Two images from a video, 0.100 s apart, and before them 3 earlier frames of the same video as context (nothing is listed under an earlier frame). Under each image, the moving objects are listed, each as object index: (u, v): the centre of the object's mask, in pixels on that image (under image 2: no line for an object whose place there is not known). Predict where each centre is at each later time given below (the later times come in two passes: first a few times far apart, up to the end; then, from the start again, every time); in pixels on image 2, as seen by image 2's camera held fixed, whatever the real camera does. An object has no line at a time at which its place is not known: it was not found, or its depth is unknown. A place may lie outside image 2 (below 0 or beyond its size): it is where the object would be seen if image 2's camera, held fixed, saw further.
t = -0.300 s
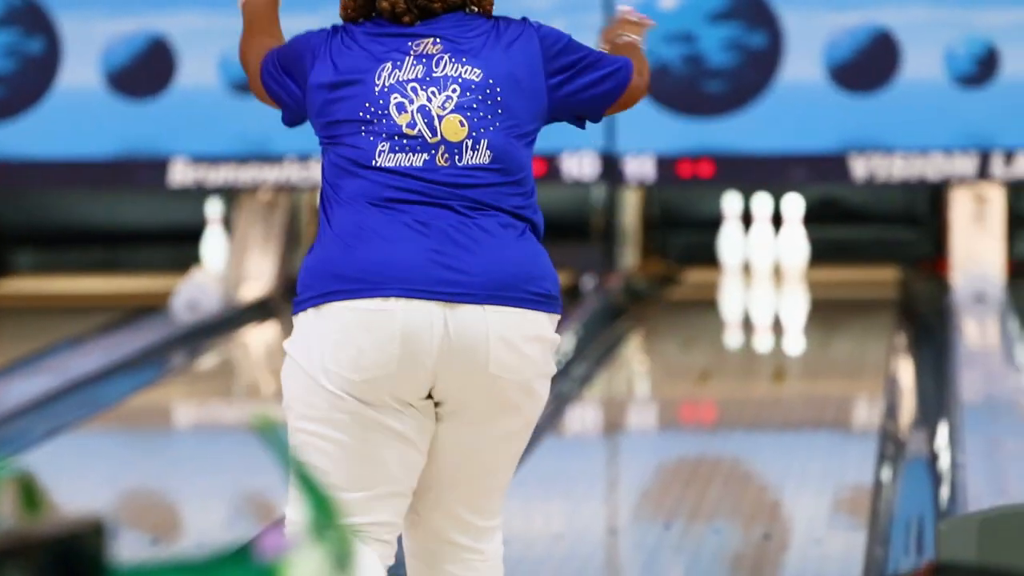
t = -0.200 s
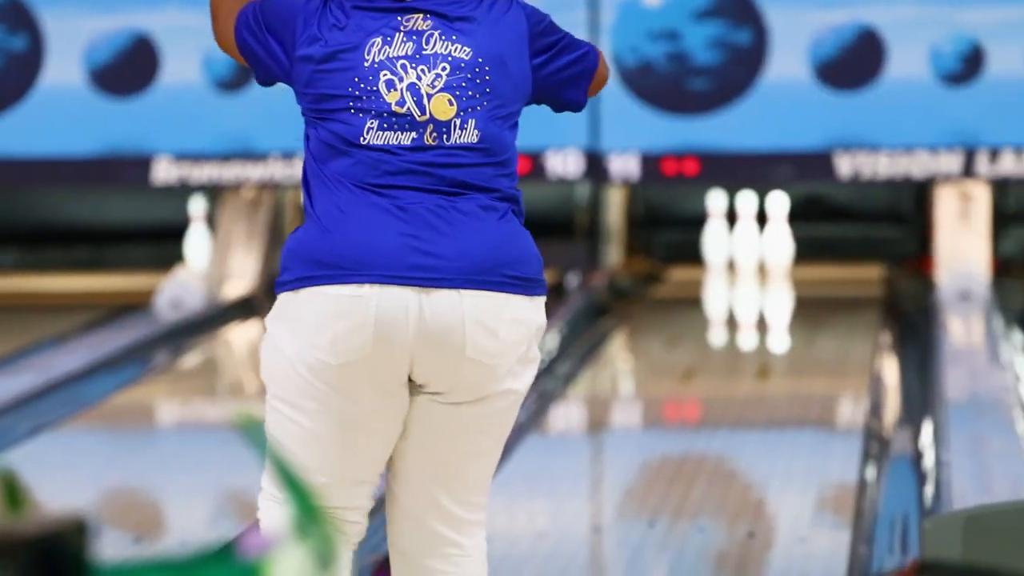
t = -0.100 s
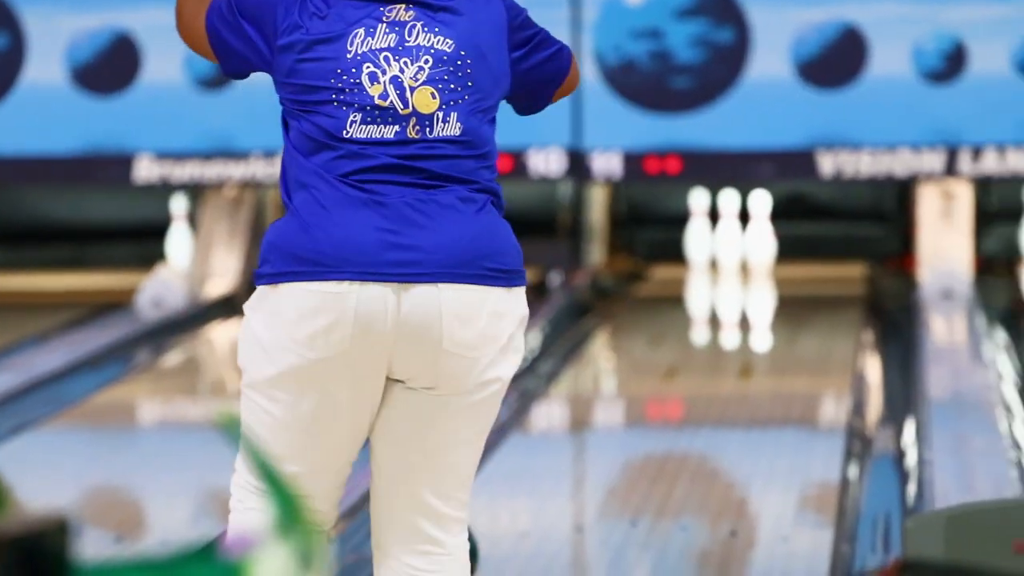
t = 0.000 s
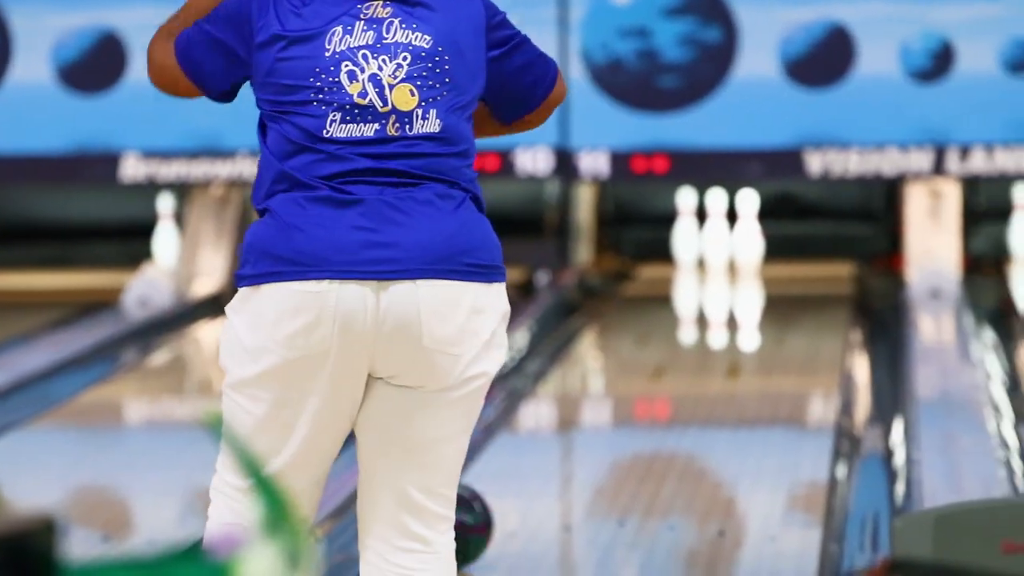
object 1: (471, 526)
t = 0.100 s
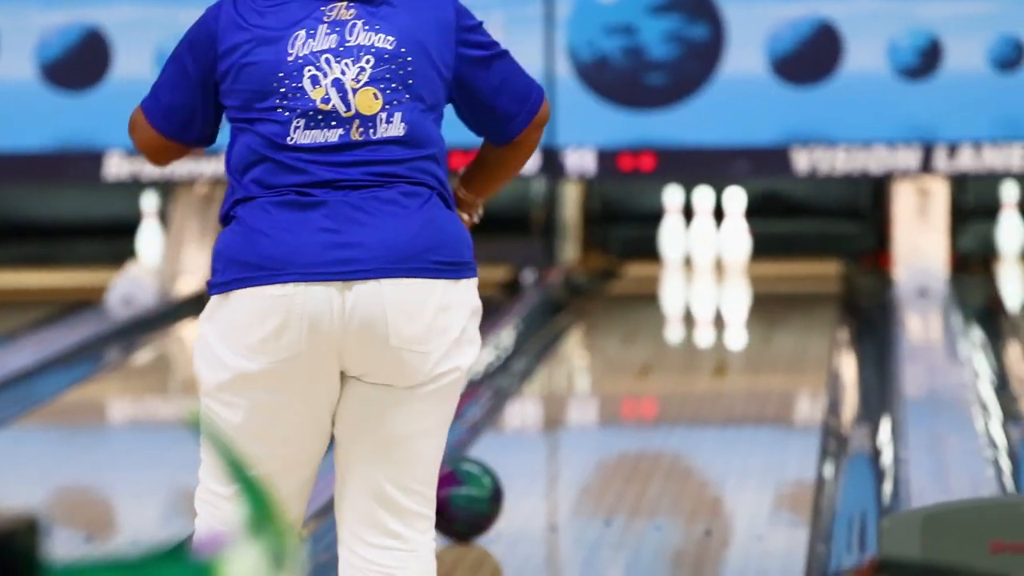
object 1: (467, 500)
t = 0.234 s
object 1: (494, 466)
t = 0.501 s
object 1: (549, 413)
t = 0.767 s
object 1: (595, 373)
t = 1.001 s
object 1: (628, 340)
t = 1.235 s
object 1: (657, 316)
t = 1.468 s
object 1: (684, 292)
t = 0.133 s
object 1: (471, 490)
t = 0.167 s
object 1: (478, 481)
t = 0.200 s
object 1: (486, 473)
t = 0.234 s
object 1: (494, 466)
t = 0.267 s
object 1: (501, 458)
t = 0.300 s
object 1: (509, 452)
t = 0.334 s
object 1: (516, 444)
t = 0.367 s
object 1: (523, 437)
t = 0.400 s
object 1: (530, 431)
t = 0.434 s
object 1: (535, 424)
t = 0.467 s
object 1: (543, 419)
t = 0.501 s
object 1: (549, 413)
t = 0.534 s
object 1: (555, 407)
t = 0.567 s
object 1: (562, 402)
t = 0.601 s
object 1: (568, 397)
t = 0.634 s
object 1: (573, 392)
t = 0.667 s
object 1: (579, 387)
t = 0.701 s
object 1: (584, 383)
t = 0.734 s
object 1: (589, 377)
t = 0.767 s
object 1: (595, 373)
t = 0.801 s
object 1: (600, 367)
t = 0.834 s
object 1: (605, 364)
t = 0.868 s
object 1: (610, 358)
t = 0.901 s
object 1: (615, 354)
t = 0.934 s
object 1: (619, 349)
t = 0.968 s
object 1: (624, 345)
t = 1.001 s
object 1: (628, 340)
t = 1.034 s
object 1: (633, 335)
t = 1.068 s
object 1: (637, 332)
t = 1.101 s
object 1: (640, 328)
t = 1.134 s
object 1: (643, 326)
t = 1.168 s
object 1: (647, 322)
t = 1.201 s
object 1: (652, 319)
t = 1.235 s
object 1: (657, 316)
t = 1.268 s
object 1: (661, 312)
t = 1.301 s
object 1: (664, 307)
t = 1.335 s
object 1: (667, 304)
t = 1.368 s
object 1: (671, 302)
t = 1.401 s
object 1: (676, 299)
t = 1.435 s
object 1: (679, 298)
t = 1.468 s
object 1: (684, 292)
